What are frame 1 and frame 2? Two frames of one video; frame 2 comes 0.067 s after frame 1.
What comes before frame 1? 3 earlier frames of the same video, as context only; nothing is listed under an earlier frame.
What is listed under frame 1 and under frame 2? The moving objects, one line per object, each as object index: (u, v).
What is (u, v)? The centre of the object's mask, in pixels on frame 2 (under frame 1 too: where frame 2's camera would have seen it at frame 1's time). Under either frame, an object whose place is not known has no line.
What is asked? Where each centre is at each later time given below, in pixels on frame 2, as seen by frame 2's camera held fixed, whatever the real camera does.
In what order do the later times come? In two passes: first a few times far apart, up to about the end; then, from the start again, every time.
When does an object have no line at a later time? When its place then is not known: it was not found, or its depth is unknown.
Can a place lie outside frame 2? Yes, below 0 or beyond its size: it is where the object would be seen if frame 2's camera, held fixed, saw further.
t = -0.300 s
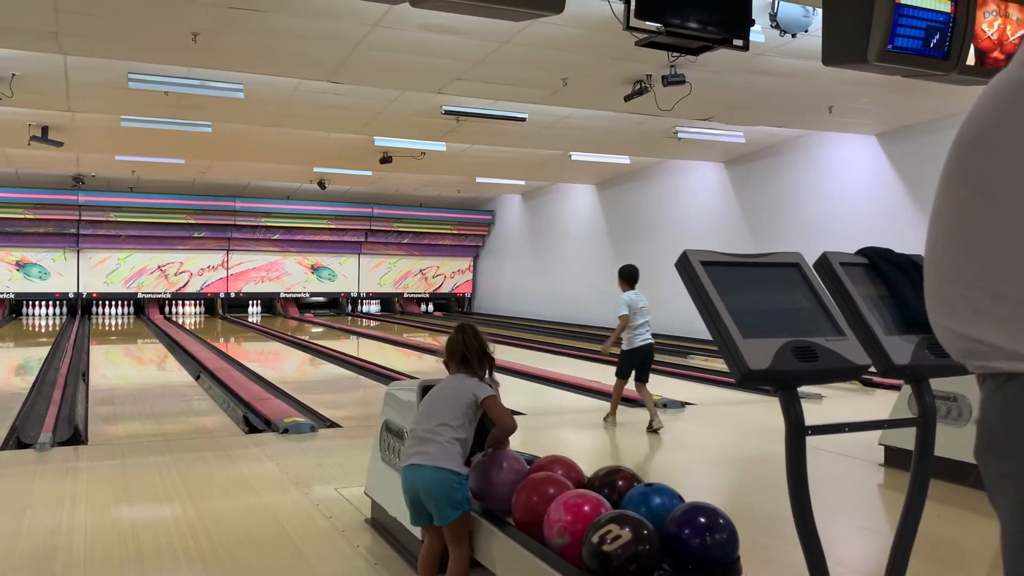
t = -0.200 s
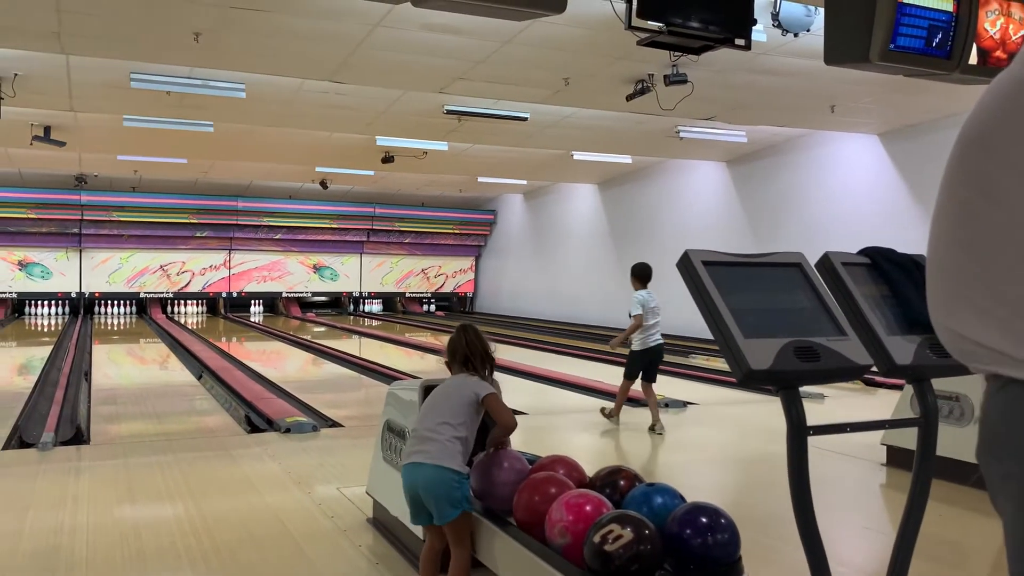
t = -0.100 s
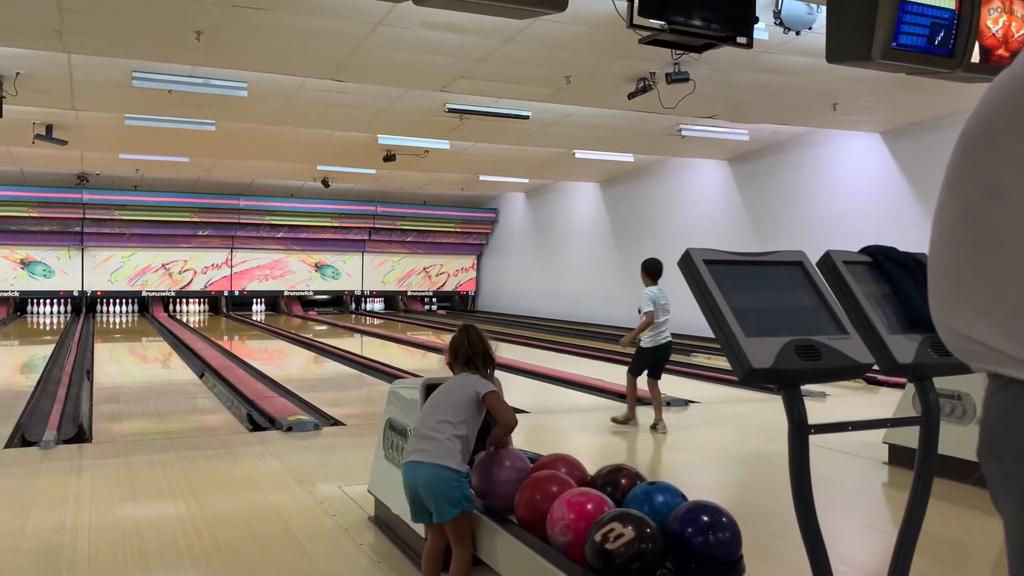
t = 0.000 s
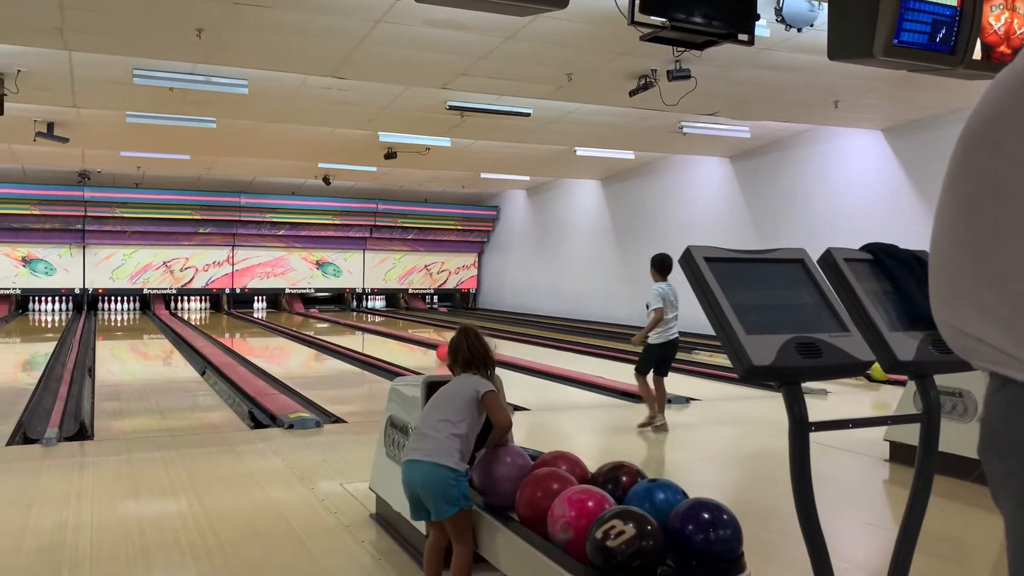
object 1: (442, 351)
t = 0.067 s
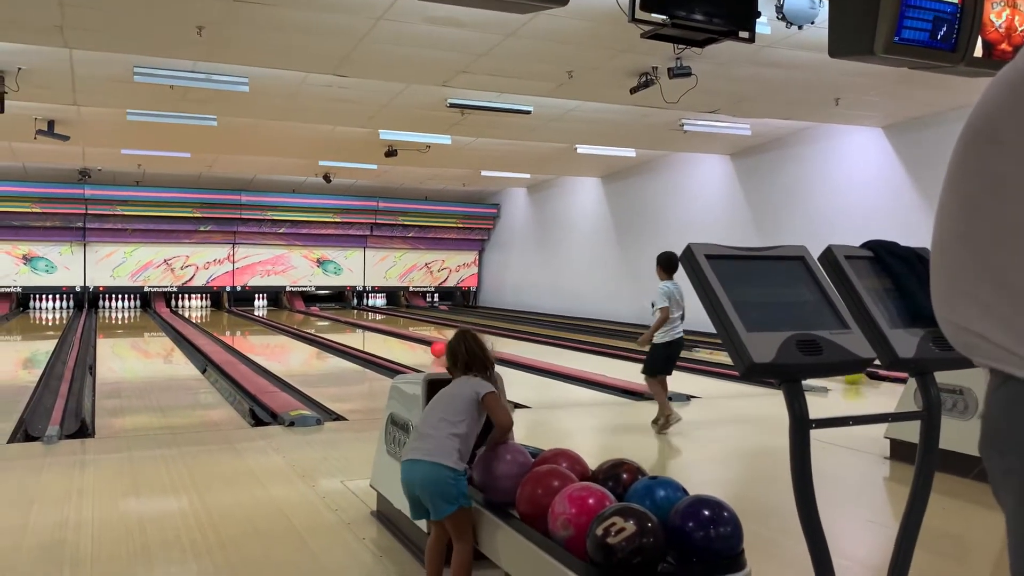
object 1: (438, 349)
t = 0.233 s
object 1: (424, 345)
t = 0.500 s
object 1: (402, 339)
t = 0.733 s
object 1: (384, 333)
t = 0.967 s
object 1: (368, 330)
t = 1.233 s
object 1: (353, 325)
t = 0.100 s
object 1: (435, 348)
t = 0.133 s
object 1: (433, 346)
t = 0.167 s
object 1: (430, 346)
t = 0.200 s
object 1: (426, 345)
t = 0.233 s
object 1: (424, 345)
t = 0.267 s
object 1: (421, 344)
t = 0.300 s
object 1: (418, 344)
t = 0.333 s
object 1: (415, 342)
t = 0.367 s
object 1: (412, 342)
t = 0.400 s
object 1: (409, 341)
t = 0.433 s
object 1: (407, 340)
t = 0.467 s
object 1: (404, 339)
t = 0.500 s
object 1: (402, 339)
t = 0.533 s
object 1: (399, 338)
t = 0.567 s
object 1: (396, 337)
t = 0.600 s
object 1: (394, 336)
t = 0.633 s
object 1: (391, 336)
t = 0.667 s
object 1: (389, 335)
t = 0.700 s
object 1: (387, 334)
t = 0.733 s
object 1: (384, 333)
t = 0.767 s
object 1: (382, 333)
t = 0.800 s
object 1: (379, 332)
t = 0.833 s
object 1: (377, 331)
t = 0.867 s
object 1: (375, 331)
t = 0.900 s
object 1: (373, 330)
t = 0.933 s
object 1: (370, 330)
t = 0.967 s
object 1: (368, 330)
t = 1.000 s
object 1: (367, 329)
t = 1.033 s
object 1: (364, 329)
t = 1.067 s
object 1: (362, 328)
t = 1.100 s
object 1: (360, 327)
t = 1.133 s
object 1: (358, 327)
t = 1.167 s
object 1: (356, 326)
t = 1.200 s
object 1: (354, 326)
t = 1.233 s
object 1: (353, 325)
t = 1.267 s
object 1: (351, 325)
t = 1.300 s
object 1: (349, 324)
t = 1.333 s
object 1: (347, 323)
